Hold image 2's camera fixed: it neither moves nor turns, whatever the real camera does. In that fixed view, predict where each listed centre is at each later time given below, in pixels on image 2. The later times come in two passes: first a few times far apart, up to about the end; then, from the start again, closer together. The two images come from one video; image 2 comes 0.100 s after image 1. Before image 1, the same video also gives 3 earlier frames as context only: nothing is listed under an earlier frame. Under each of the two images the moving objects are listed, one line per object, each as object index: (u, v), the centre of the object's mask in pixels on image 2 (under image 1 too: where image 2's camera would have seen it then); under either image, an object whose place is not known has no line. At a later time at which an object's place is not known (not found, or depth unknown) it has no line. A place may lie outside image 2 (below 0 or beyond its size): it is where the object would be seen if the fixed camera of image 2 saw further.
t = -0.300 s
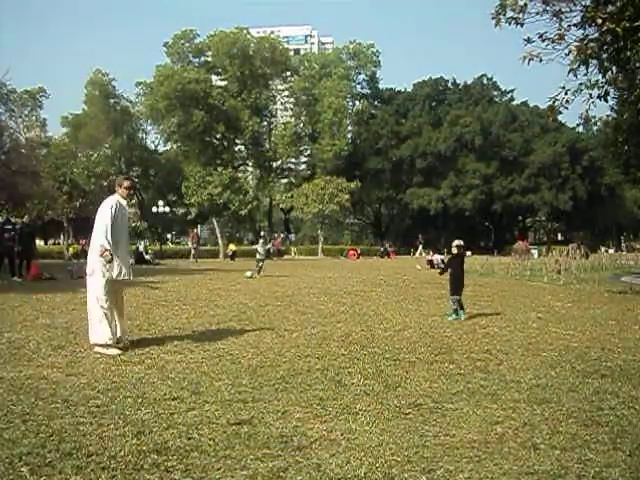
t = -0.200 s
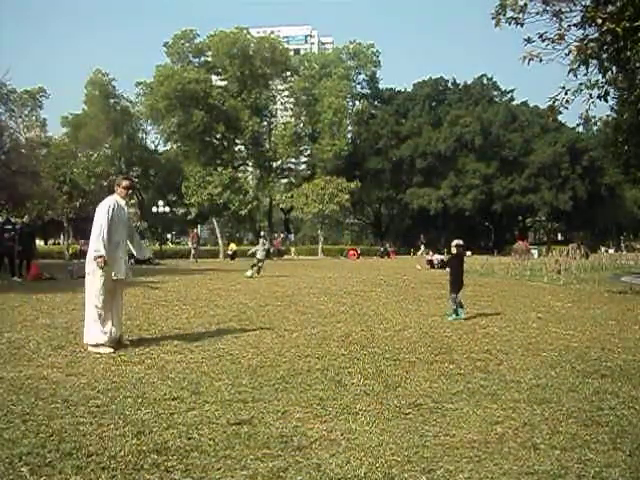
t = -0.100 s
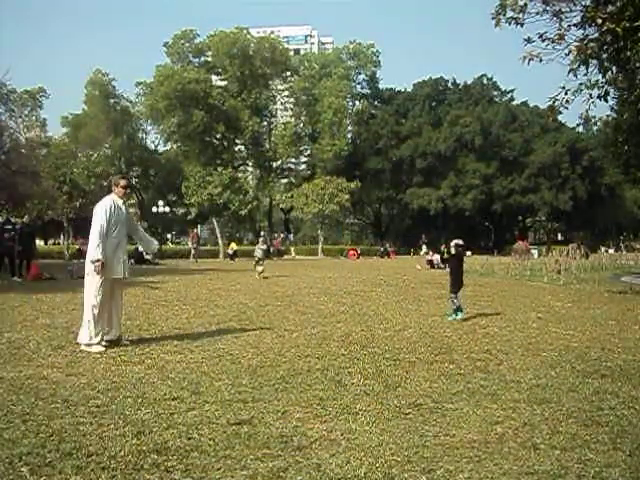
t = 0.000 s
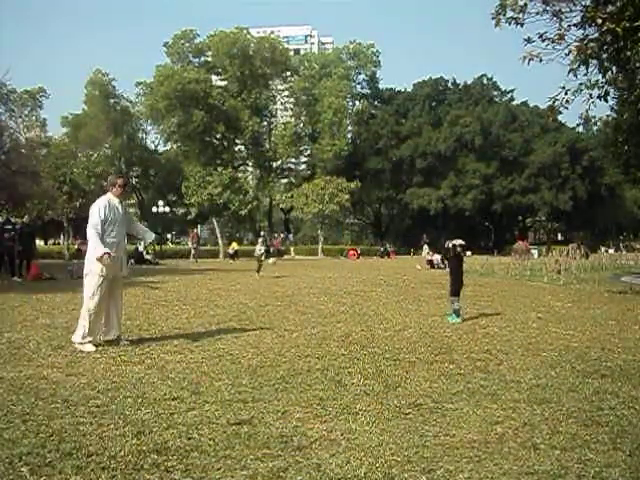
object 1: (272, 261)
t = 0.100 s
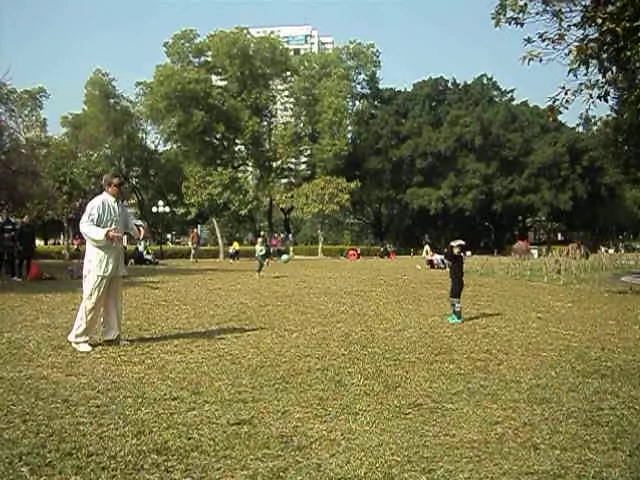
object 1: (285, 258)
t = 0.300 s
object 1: (312, 266)
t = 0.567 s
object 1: (349, 277)
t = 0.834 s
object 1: (384, 287)
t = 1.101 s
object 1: (421, 288)
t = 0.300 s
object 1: (312, 266)
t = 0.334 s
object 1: (317, 269)
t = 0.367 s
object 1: (323, 272)
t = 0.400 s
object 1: (327, 277)
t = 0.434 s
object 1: (332, 282)
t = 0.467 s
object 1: (335, 281)
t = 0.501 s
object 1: (340, 280)
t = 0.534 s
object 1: (344, 278)
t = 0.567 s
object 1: (349, 277)
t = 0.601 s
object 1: (353, 277)
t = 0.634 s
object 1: (357, 277)
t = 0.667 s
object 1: (362, 278)
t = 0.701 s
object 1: (366, 278)
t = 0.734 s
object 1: (371, 280)
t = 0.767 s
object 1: (376, 283)
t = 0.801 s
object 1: (380, 285)
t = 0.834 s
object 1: (384, 287)
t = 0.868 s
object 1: (389, 285)
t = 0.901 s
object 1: (394, 286)
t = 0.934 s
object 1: (398, 287)
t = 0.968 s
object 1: (402, 288)
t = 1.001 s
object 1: (408, 289)
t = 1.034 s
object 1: (412, 289)
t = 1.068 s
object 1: (416, 289)
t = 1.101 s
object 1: (421, 288)
